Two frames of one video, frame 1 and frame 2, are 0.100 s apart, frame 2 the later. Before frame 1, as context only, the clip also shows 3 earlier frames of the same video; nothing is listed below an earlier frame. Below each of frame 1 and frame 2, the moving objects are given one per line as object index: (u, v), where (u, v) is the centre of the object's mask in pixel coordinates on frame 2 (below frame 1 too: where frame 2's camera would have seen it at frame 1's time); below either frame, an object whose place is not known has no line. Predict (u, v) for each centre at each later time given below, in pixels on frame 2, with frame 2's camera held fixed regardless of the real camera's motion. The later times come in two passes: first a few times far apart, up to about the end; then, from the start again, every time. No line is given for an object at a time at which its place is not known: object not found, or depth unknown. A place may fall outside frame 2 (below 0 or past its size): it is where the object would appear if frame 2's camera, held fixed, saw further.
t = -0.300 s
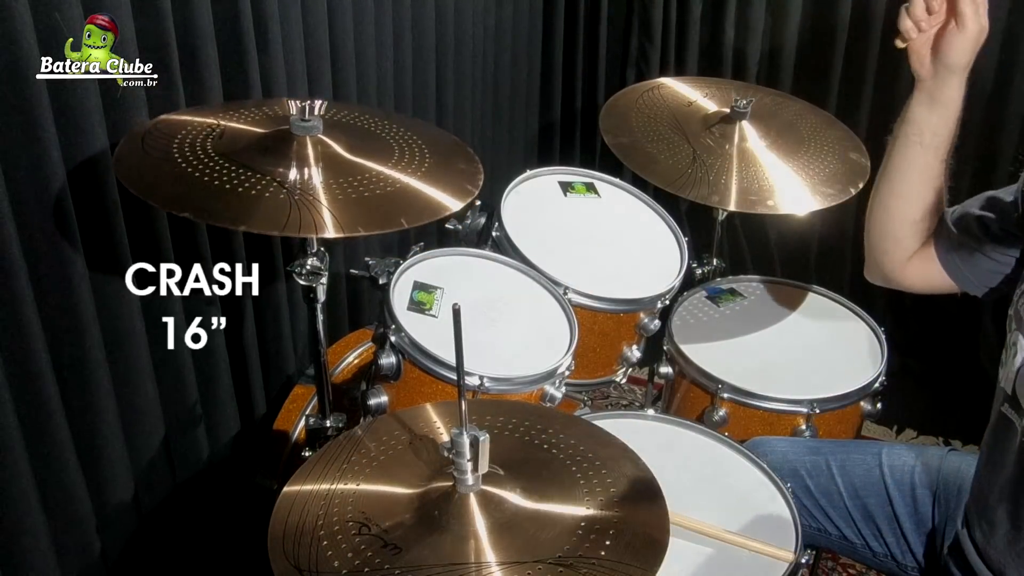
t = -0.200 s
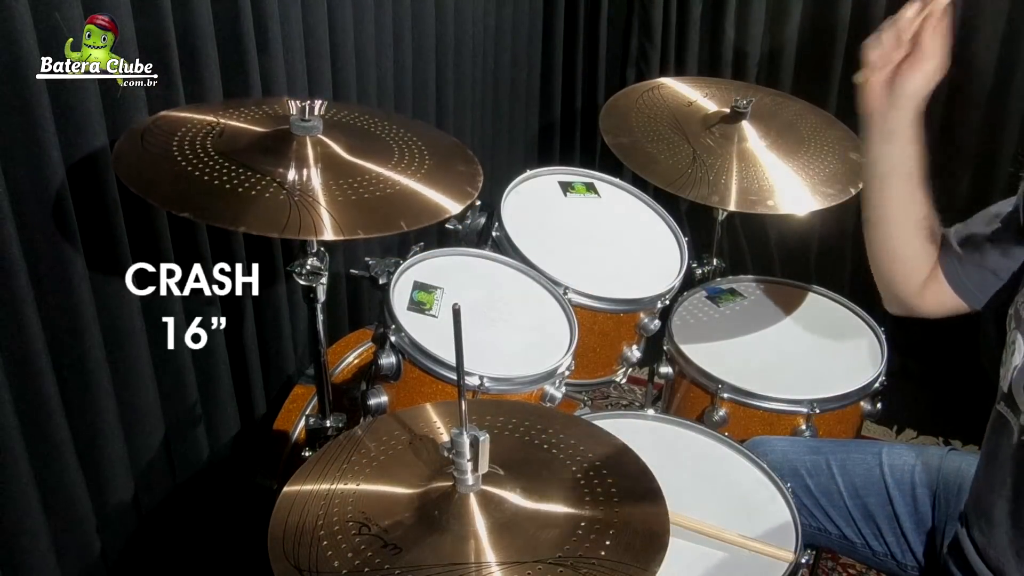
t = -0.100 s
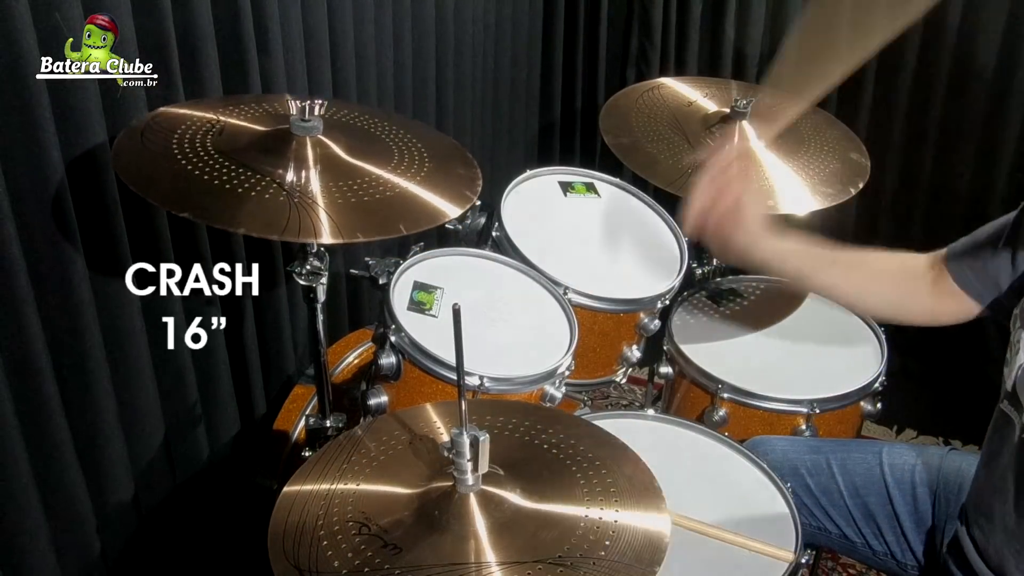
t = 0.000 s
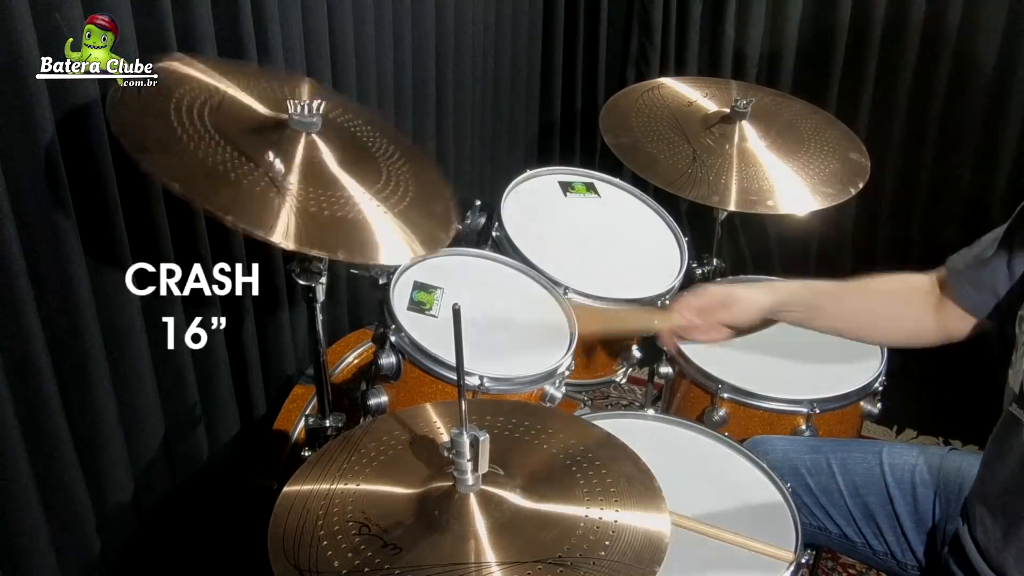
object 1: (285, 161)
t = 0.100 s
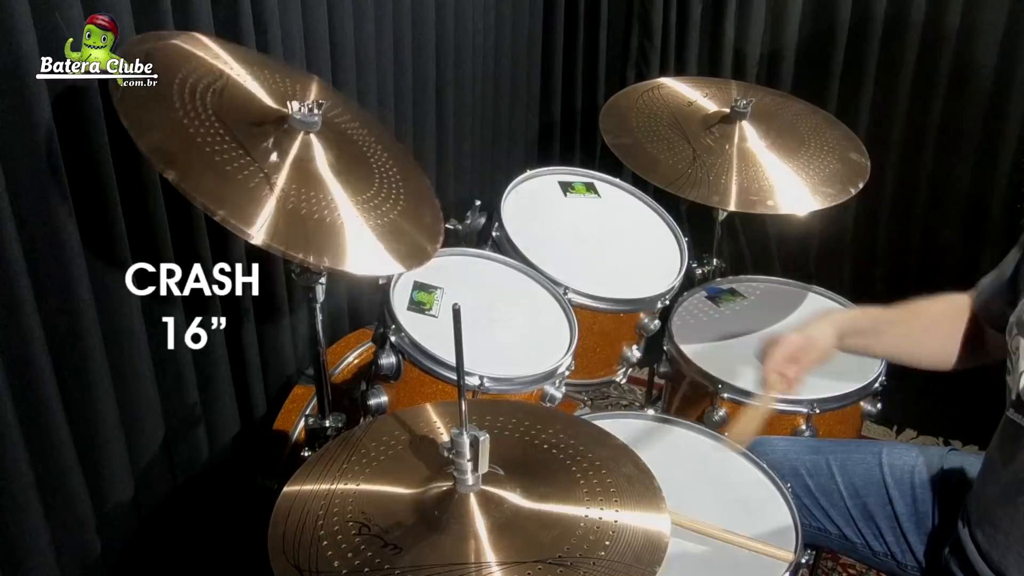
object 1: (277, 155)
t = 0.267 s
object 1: (309, 168)
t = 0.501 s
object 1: (310, 166)
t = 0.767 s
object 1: (287, 164)
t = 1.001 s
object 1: (305, 166)
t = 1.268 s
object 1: (297, 169)
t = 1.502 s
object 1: (297, 169)
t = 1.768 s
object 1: (302, 168)
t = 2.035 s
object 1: (296, 169)
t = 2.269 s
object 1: (300, 169)
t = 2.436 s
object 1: (298, 169)
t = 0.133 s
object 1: (281, 158)
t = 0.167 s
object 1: (286, 164)
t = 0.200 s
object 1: (292, 168)
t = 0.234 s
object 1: (299, 170)
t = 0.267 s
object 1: (309, 168)
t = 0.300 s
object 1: (312, 165)
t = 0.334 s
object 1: (313, 163)
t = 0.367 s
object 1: (321, 158)
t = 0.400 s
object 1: (320, 158)
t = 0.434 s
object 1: (316, 160)
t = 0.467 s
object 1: (311, 164)
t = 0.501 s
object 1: (310, 166)
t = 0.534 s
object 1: (305, 168)
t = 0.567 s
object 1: (297, 168)
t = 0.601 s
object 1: (292, 168)
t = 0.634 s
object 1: (291, 167)
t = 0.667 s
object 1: (288, 164)
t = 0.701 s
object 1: (286, 163)
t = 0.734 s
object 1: (286, 163)
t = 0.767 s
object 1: (287, 164)
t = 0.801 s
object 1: (291, 166)
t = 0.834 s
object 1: (293, 167)
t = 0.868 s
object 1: (296, 169)
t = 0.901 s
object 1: (300, 170)
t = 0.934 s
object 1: (305, 170)
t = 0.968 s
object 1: (306, 168)
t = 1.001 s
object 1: (305, 166)
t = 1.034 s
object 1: (308, 166)
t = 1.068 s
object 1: (310, 165)
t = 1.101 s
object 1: (308, 165)
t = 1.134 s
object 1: (305, 166)
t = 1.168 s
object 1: (306, 167)
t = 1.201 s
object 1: (304, 168)
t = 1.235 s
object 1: (300, 168)
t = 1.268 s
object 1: (297, 169)
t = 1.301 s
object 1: (297, 169)
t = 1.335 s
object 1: (295, 168)
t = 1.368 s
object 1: (293, 167)
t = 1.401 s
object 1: (292, 167)
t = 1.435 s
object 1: (294, 168)
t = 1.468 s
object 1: (296, 169)
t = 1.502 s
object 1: (297, 169)
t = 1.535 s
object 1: (298, 169)
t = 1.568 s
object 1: (300, 169)
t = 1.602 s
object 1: (302, 169)
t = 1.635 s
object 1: (302, 168)
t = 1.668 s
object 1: (301, 168)
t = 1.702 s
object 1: (303, 168)
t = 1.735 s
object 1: (303, 168)
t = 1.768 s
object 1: (302, 168)
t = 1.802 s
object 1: (300, 168)
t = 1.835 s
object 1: (300, 169)
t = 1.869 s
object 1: (299, 169)
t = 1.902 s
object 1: (298, 169)
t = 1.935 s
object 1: (296, 168)
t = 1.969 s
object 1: (297, 169)
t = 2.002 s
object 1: (297, 169)
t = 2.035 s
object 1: (296, 169)
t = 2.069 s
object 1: (296, 168)
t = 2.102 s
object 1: (298, 169)
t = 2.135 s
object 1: (299, 169)
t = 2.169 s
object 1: (299, 169)
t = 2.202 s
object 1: (299, 169)
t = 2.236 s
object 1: (300, 168)
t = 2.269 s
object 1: (300, 169)
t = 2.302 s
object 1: (300, 169)
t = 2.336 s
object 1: (299, 168)
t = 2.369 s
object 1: (299, 169)
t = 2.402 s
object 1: (299, 169)
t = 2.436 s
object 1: (298, 169)
